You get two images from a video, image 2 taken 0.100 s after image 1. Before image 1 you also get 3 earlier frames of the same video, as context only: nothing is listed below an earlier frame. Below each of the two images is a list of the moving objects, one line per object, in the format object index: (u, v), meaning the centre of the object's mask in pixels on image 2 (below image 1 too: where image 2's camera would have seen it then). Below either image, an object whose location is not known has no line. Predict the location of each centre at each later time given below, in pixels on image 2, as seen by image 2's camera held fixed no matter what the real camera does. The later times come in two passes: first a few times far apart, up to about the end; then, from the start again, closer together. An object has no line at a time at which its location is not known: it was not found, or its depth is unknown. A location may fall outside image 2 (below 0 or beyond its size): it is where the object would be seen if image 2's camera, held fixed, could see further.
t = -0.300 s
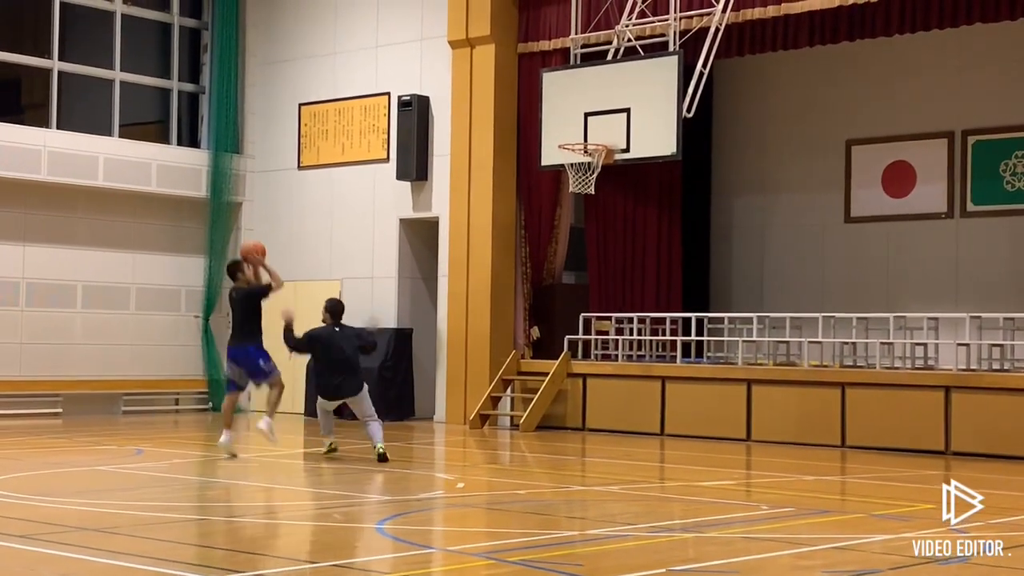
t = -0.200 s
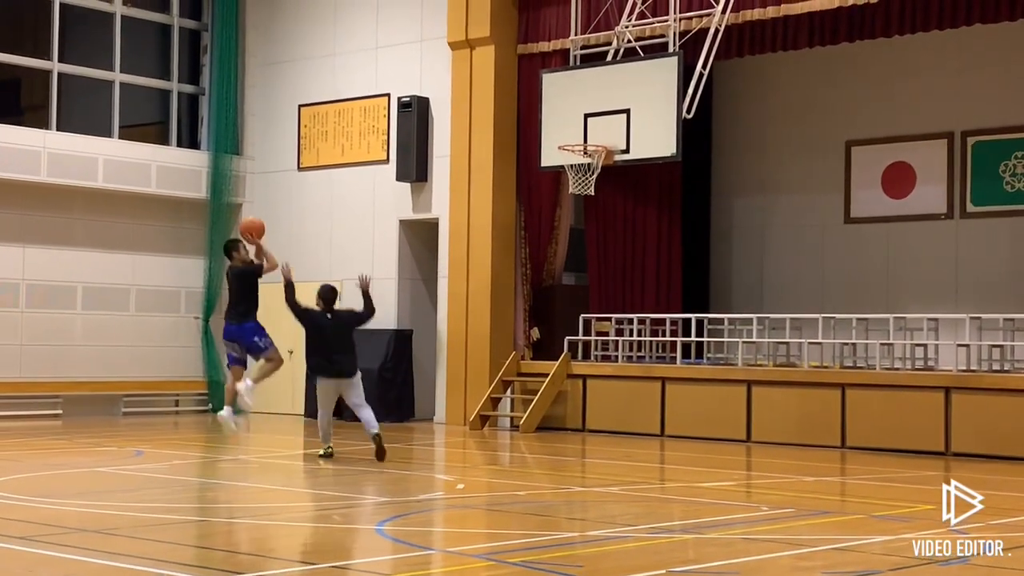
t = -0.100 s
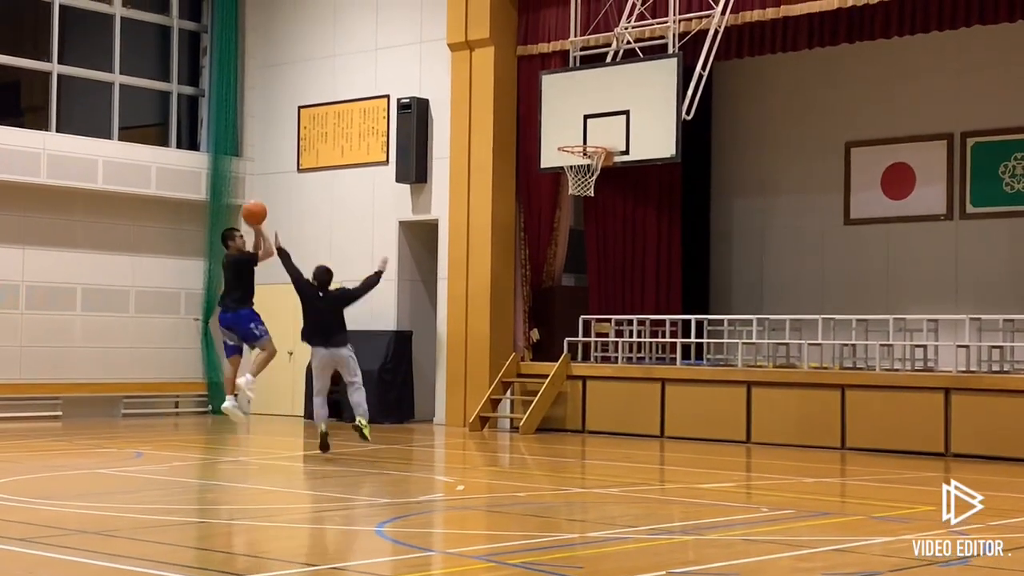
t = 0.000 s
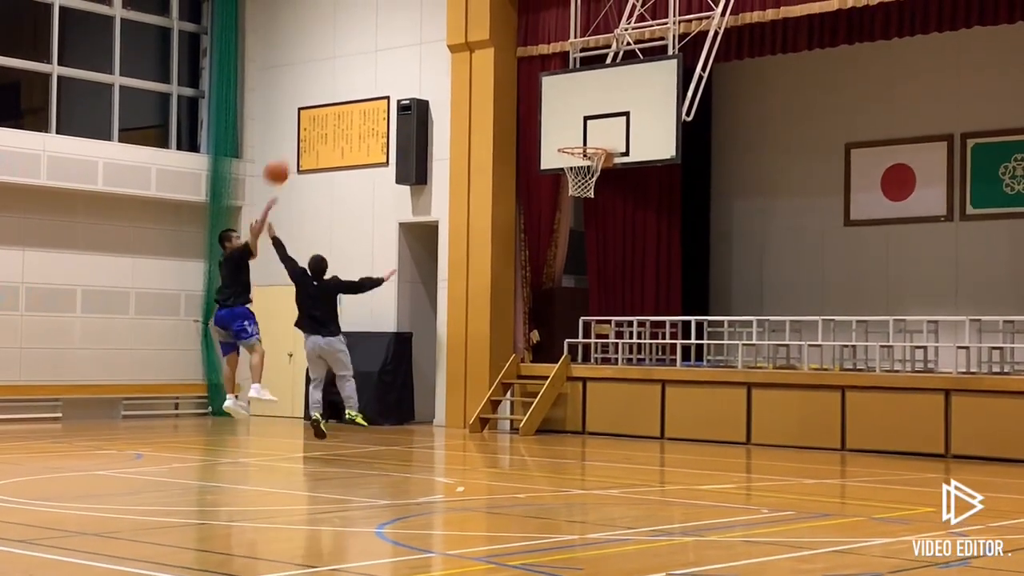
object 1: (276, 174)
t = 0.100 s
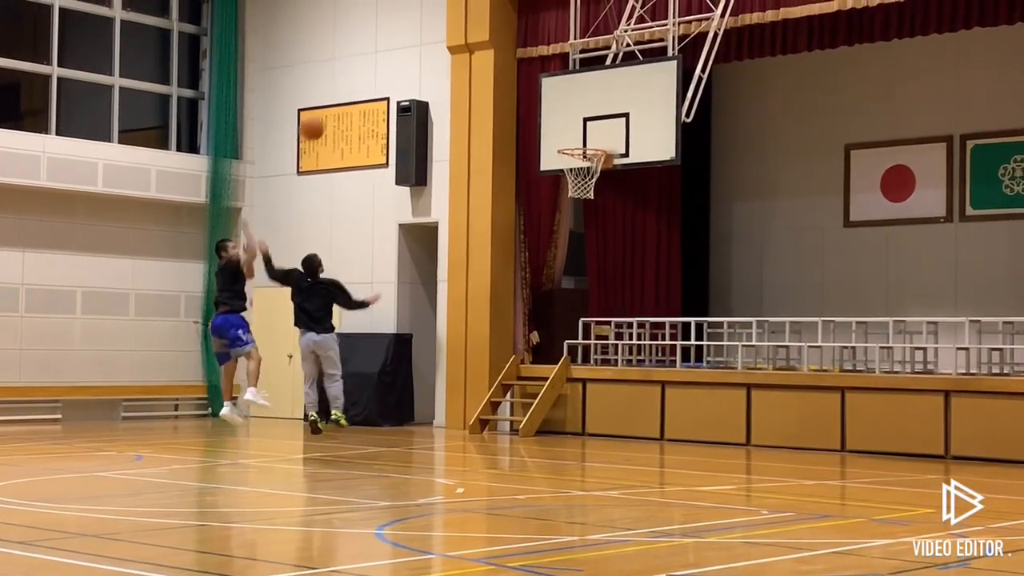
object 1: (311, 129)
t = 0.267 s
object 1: (369, 77)
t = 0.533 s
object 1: (457, 54)
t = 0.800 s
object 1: (540, 99)
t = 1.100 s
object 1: (604, 183)
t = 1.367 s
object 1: (609, 236)
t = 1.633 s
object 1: (612, 359)
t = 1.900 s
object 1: (606, 390)
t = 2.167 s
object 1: (584, 304)
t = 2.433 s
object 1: (561, 289)
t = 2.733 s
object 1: (535, 353)
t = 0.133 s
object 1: (323, 116)
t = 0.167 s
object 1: (335, 104)
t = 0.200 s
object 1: (346, 94)
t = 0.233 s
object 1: (357, 85)
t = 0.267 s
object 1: (369, 77)
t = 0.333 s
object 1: (391, 64)
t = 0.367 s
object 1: (402, 60)
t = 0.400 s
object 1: (414, 56)
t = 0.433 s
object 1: (424, 54)
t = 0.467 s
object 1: (435, 53)
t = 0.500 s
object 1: (446, 53)
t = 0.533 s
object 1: (457, 54)
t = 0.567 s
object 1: (467, 55)
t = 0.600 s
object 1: (478, 58)
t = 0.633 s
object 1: (489, 64)
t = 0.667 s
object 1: (499, 67)
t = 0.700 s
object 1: (511, 74)
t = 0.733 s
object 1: (521, 82)
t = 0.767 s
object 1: (530, 90)
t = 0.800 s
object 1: (540, 99)
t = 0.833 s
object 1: (551, 110)
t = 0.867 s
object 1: (561, 122)
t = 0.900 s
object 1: (571, 135)
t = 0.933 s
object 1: (582, 148)
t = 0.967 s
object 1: (595, 164)
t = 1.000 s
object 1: (601, 176)
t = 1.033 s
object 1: (603, 178)
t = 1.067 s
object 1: (605, 180)
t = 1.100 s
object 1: (604, 183)
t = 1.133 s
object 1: (605, 185)
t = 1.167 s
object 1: (606, 189)
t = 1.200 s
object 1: (606, 194)
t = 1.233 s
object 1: (607, 200)
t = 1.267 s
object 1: (607, 208)
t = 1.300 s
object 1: (608, 216)
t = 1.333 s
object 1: (608, 226)
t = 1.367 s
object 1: (609, 236)
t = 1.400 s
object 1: (609, 248)
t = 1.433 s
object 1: (609, 261)
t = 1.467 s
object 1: (610, 274)
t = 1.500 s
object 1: (611, 289)
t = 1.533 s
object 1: (611, 304)
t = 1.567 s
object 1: (611, 320)
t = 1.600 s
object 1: (612, 340)
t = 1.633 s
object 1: (612, 359)
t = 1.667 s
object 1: (613, 379)
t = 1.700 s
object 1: (614, 403)
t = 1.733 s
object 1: (614, 423)
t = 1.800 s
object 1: (613, 440)
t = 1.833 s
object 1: (611, 422)
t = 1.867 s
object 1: (608, 406)
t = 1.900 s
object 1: (606, 390)
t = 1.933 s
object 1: (603, 376)
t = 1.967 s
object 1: (599, 360)
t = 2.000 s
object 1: (597, 350)
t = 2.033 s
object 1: (594, 337)
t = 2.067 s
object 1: (593, 327)
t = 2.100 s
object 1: (589, 318)
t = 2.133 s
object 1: (587, 310)
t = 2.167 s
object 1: (584, 304)
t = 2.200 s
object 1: (581, 299)
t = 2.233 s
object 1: (578, 294)
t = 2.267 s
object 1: (575, 290)
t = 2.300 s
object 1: (573, 288)
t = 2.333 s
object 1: (570, 286)
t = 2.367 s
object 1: (567, 286)
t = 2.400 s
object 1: (564, 287)
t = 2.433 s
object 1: (561, 289)
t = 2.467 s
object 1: (558, 292)
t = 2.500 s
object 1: (556, 296)
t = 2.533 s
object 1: (553, 301)
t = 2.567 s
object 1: (550, 307)
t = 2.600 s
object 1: (547, 315)
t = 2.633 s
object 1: (544, 323)
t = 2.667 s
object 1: (541, 332)
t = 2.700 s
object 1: (538, 343)
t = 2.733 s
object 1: (535, 353)
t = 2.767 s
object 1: (532, 365)
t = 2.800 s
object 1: (529, 380)
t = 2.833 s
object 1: (527, 395)
